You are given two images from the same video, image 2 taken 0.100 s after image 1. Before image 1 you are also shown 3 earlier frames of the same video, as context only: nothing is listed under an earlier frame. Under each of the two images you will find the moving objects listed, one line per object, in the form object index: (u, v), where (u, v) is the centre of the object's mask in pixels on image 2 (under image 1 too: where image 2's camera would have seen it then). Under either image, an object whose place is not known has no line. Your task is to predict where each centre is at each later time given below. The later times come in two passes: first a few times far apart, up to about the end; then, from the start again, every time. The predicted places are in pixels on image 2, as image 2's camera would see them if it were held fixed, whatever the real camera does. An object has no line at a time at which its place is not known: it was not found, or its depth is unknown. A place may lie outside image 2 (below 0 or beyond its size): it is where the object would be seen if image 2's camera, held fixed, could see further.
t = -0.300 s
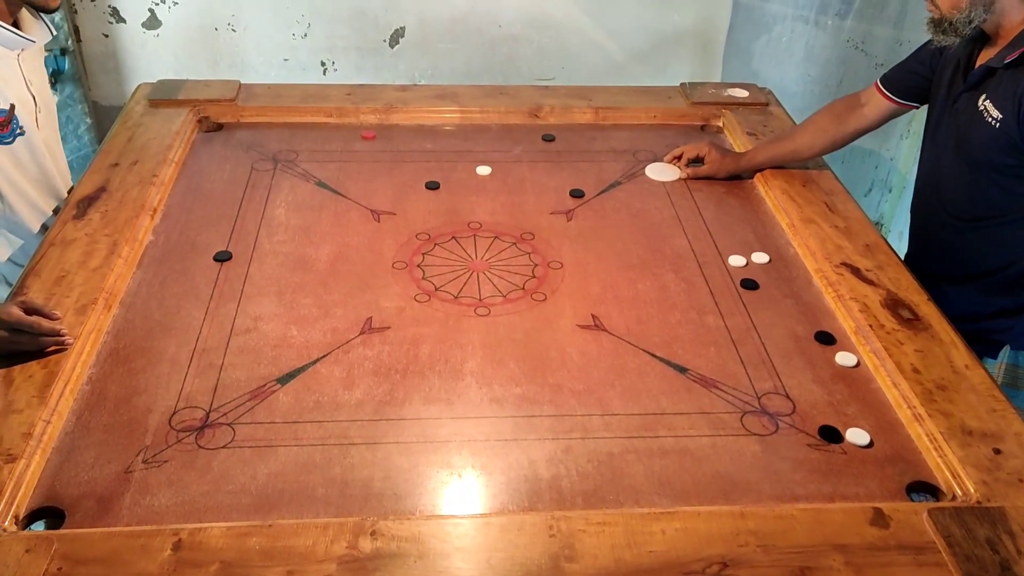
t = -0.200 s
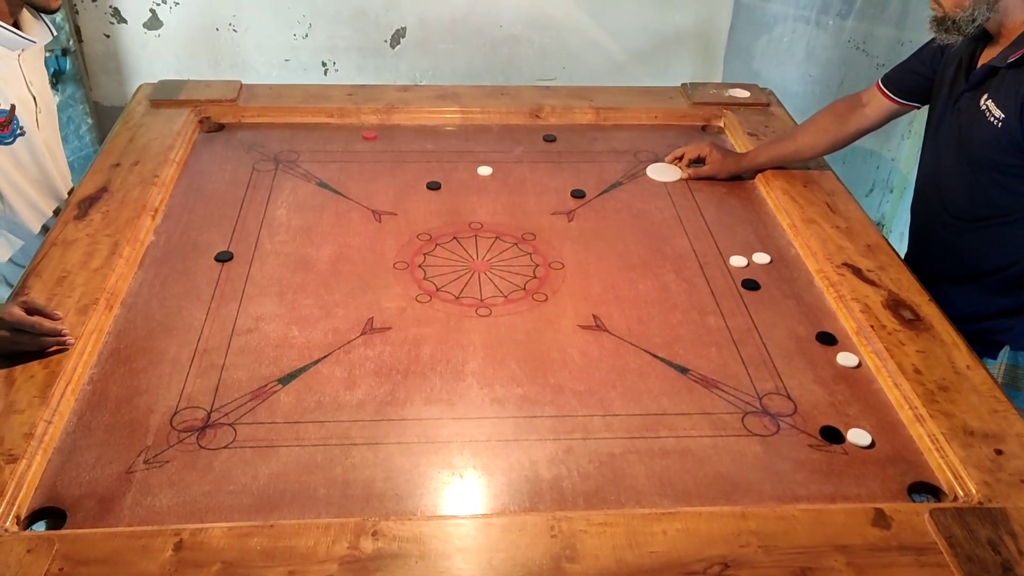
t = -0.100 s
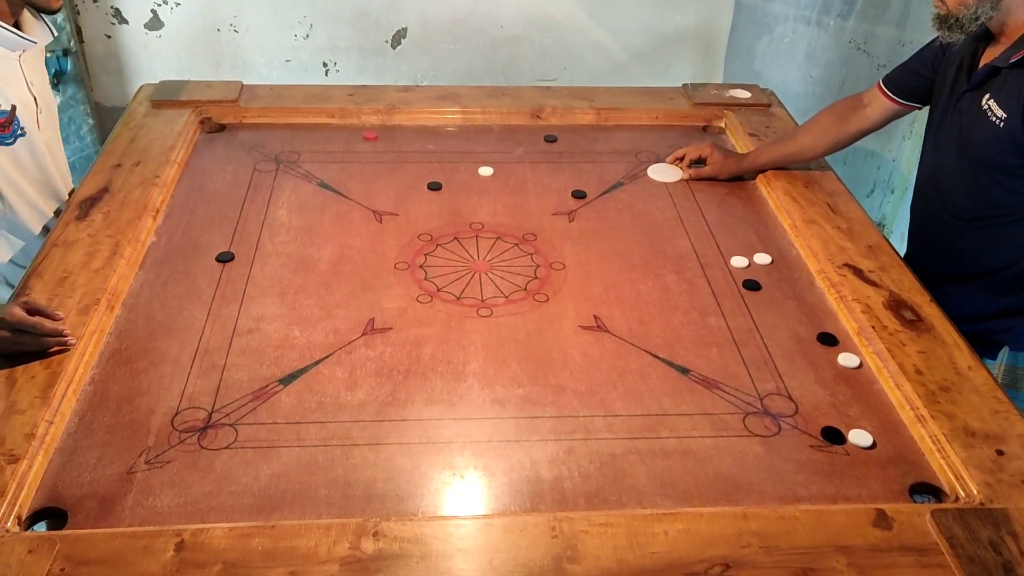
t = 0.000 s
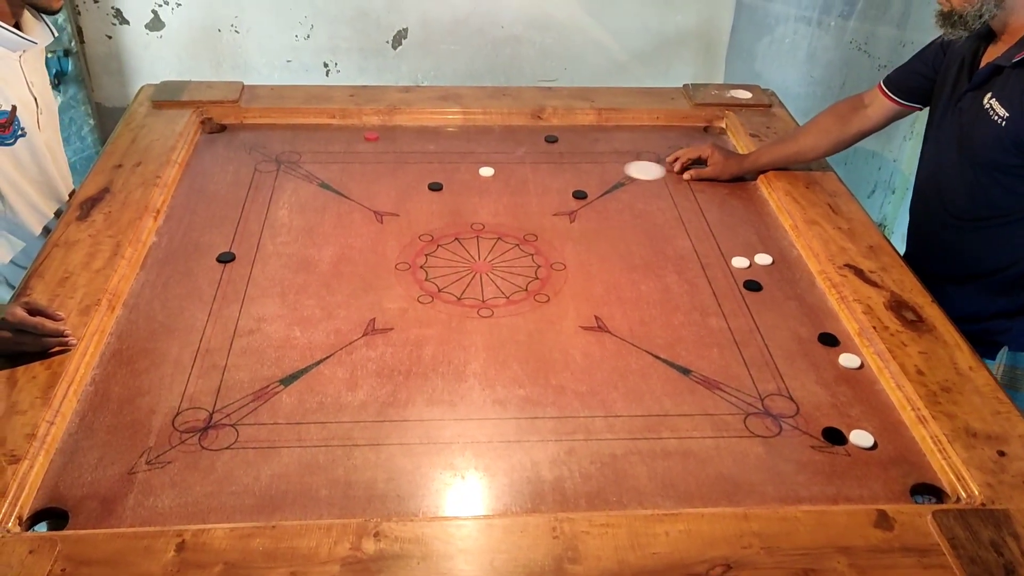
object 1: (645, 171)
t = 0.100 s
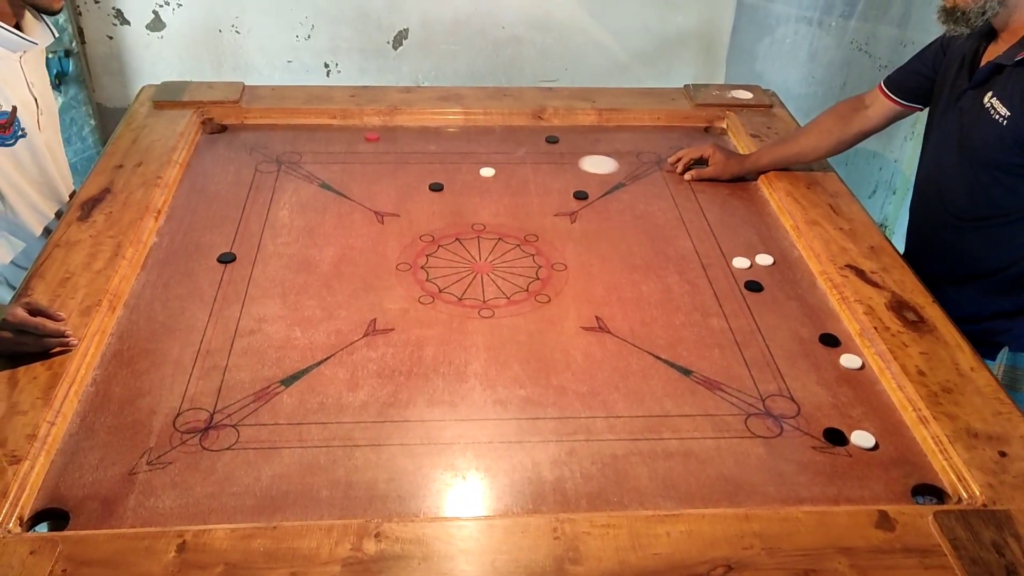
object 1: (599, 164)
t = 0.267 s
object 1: (525, 155)
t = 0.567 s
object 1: (411, 139)
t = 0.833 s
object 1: (349, 132)
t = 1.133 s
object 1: (296, 138)
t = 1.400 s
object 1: (257, 144)
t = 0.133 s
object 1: (583, 162)
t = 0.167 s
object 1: (568, 160)
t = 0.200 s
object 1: (554, 158)
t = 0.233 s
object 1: (539, 156)
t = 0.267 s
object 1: (525, 155)
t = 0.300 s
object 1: (511, 152)
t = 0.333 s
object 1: (497, 151)
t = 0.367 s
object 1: (484, 149)
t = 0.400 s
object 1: (471, 147)
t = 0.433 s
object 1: (458, 145)
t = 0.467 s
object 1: (446, 143)
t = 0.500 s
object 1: (434, 142)
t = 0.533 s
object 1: (422, 140)
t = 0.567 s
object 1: (411, 139)
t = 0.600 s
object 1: (399, 137)
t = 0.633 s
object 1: (391, 136)
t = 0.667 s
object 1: (383, 134)
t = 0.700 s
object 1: (376, 133)
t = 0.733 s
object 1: (369, 132)
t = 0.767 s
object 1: (362, 131)
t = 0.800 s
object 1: (356, 131)
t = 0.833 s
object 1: (349, 132)
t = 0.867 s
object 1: (343, 132)
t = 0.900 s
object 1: (336, 133)
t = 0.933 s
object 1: (330, 134)
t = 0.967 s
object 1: (324, 134)
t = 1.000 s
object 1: (318, 135)
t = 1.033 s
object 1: (312, 136)
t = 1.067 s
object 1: (307, 137)
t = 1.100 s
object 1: (301, 137)
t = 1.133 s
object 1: (296, 138)
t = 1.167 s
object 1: (290, 139)
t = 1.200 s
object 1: (286, 140)
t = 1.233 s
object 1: (280, 140)
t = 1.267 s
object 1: (276, 141)
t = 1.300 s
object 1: (271, 142)
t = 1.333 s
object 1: (266, 142)
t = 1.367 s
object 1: (261, 143)
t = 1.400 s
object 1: (257, 144)
